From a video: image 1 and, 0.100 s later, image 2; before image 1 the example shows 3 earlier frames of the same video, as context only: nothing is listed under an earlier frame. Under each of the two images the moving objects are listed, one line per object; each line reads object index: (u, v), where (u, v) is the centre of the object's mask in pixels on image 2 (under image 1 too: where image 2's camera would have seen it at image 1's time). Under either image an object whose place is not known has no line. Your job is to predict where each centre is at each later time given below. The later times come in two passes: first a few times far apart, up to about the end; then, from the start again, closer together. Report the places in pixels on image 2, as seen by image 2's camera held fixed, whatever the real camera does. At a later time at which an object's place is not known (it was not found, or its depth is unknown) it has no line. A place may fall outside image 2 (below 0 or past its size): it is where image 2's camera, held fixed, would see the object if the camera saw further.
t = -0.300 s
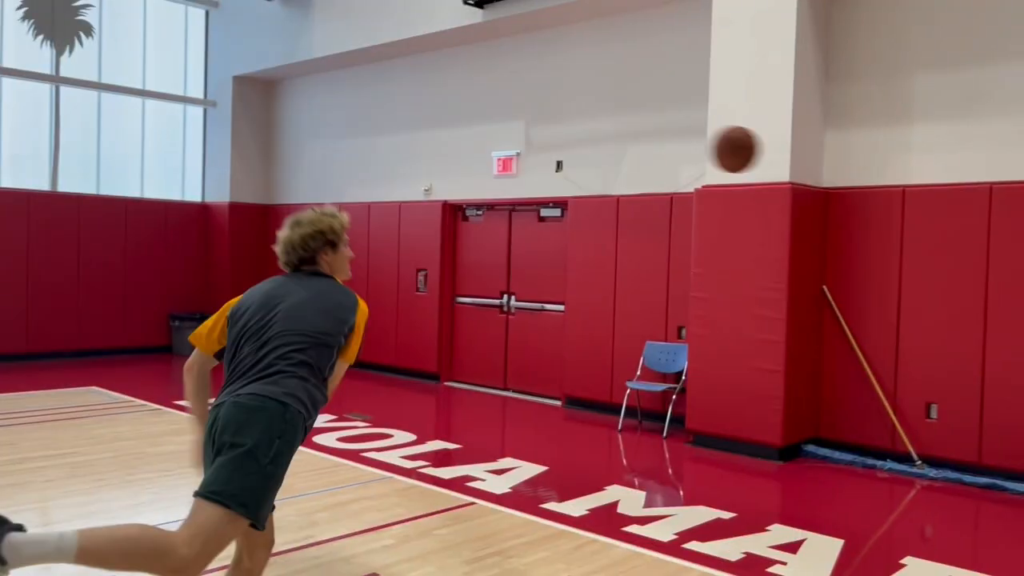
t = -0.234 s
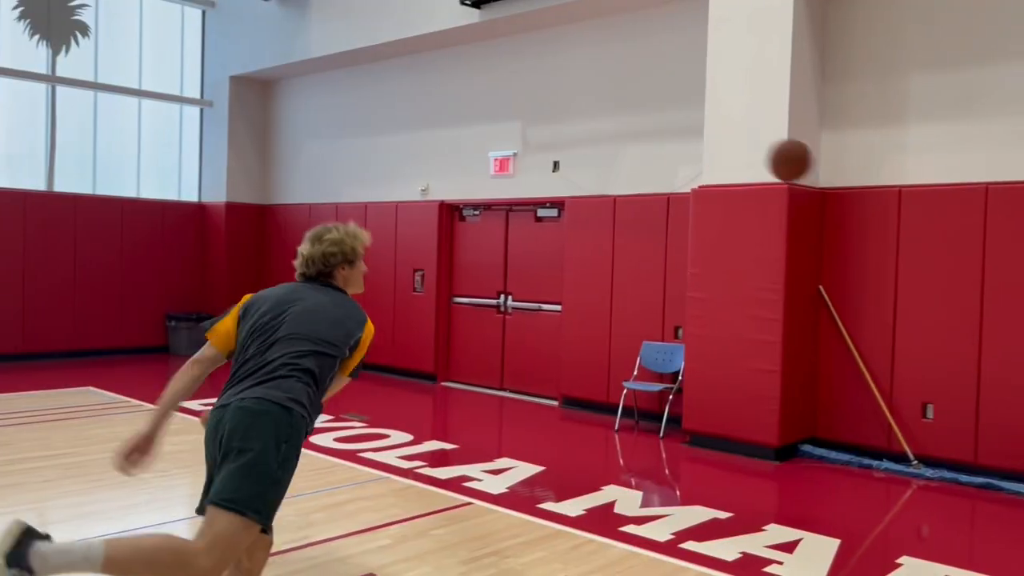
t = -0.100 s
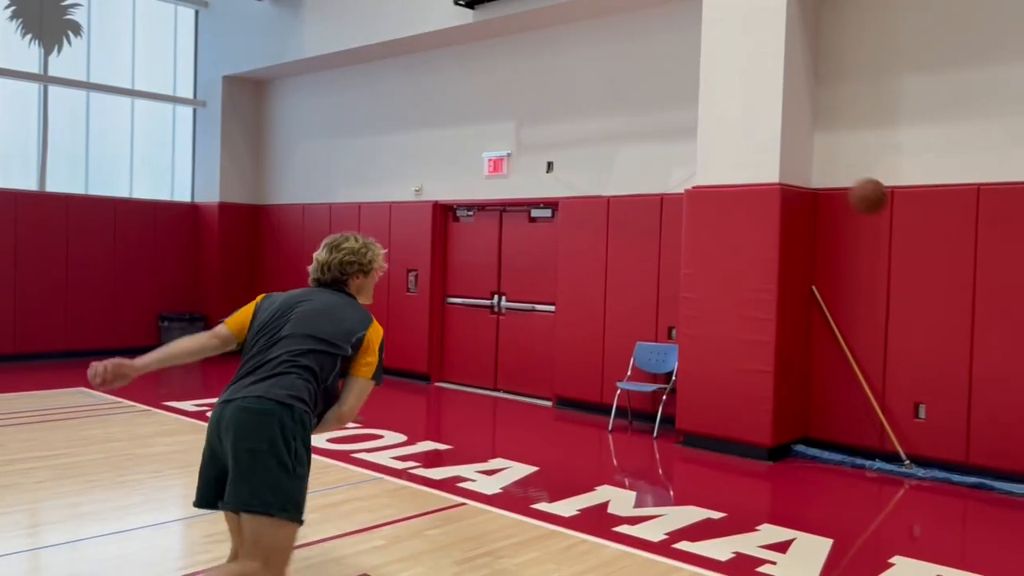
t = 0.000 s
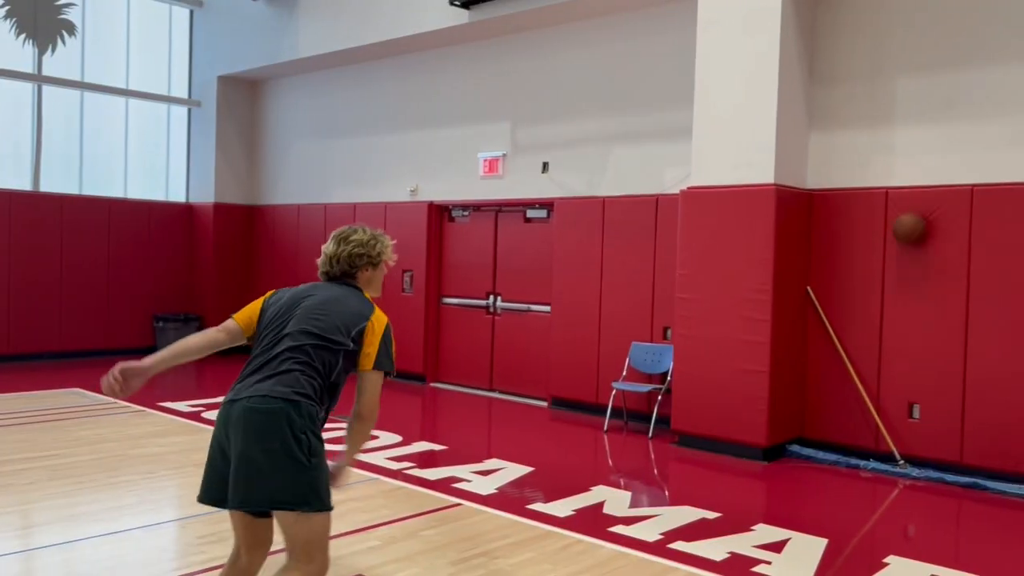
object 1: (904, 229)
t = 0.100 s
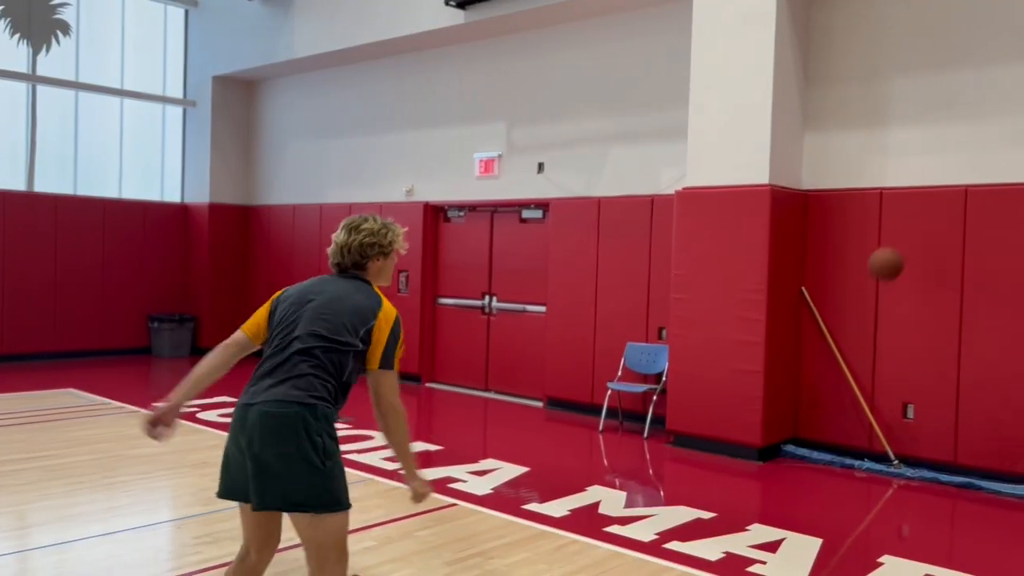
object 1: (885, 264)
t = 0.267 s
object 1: (848, 360)
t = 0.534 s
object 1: (787, 440)
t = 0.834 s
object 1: (715, 336)
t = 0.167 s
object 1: (871, 296)
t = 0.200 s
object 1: (864, 315)
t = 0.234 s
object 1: (856, 336)
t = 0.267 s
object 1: (848, 360)
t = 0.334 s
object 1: (831, 415)
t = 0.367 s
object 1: (823, 447)
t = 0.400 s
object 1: (813, 483)
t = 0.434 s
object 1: (804, 501)
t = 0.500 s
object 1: (792, 459)
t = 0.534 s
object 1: (787, 440)
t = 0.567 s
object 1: (780, 423)
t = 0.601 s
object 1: (773, 406)
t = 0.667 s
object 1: (758, 378)
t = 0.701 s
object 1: (750, 366)
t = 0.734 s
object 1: (742, 356)
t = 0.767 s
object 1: (733, 347)
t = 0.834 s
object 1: (715, 336)
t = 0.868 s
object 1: (704, 334)
